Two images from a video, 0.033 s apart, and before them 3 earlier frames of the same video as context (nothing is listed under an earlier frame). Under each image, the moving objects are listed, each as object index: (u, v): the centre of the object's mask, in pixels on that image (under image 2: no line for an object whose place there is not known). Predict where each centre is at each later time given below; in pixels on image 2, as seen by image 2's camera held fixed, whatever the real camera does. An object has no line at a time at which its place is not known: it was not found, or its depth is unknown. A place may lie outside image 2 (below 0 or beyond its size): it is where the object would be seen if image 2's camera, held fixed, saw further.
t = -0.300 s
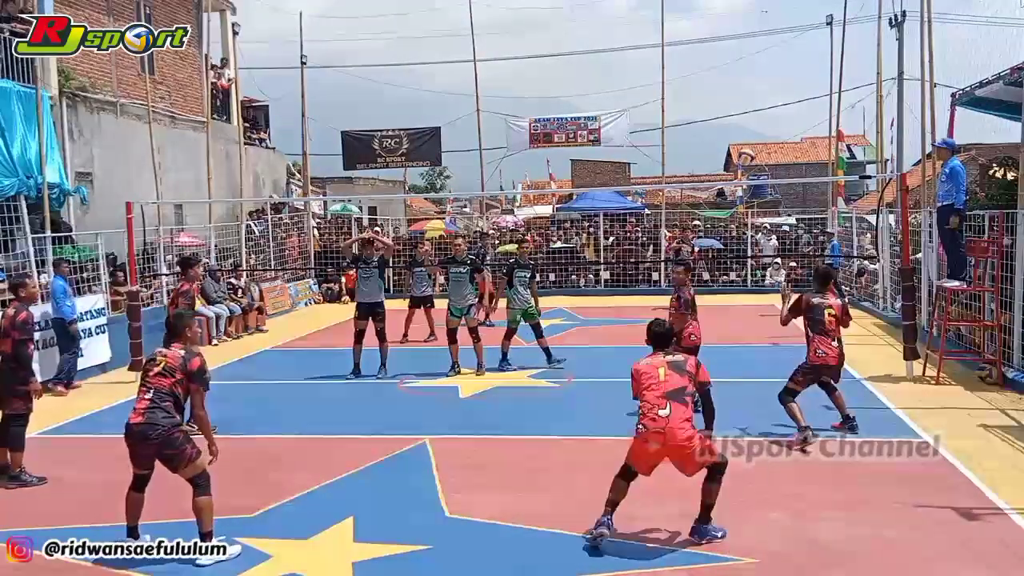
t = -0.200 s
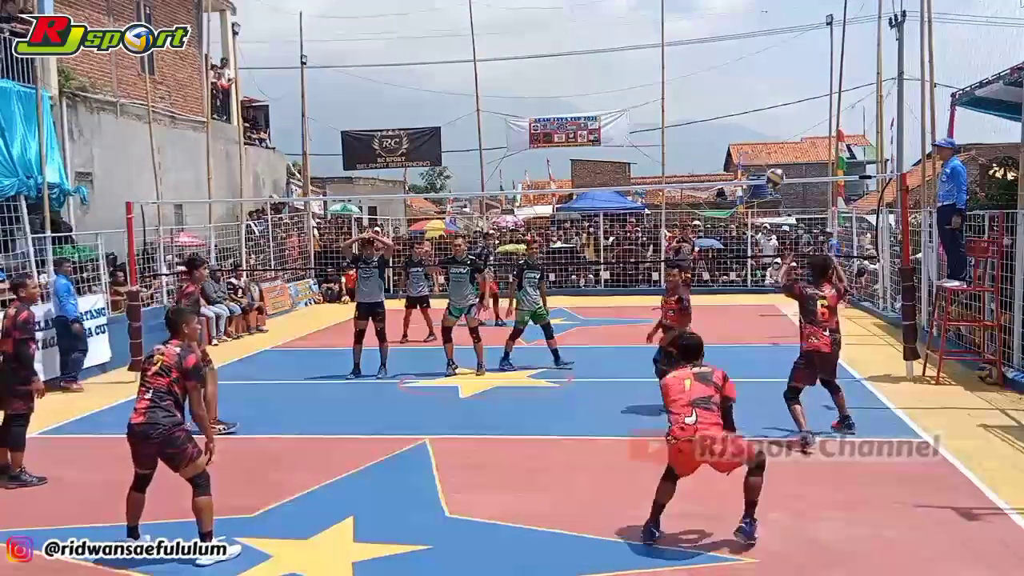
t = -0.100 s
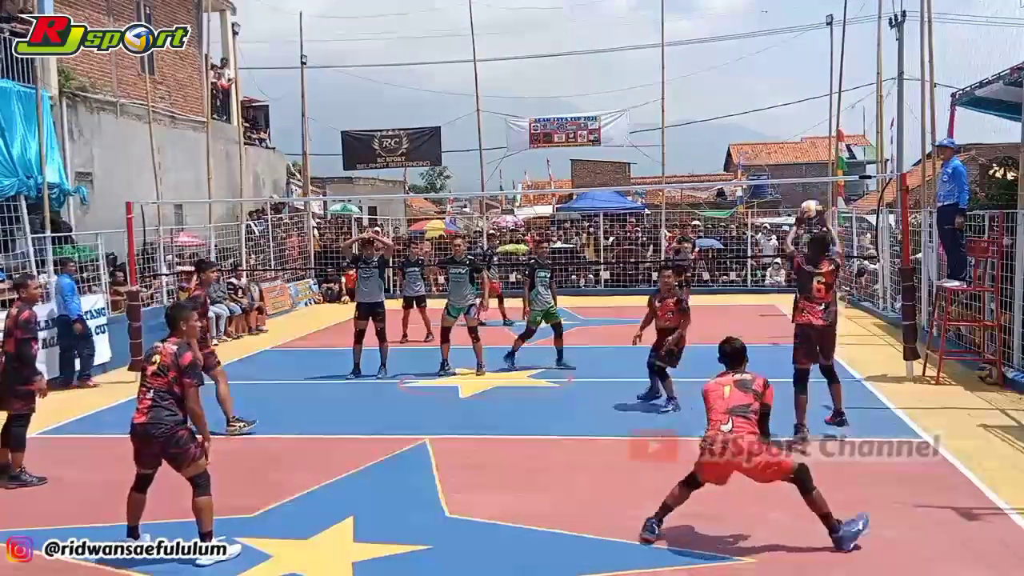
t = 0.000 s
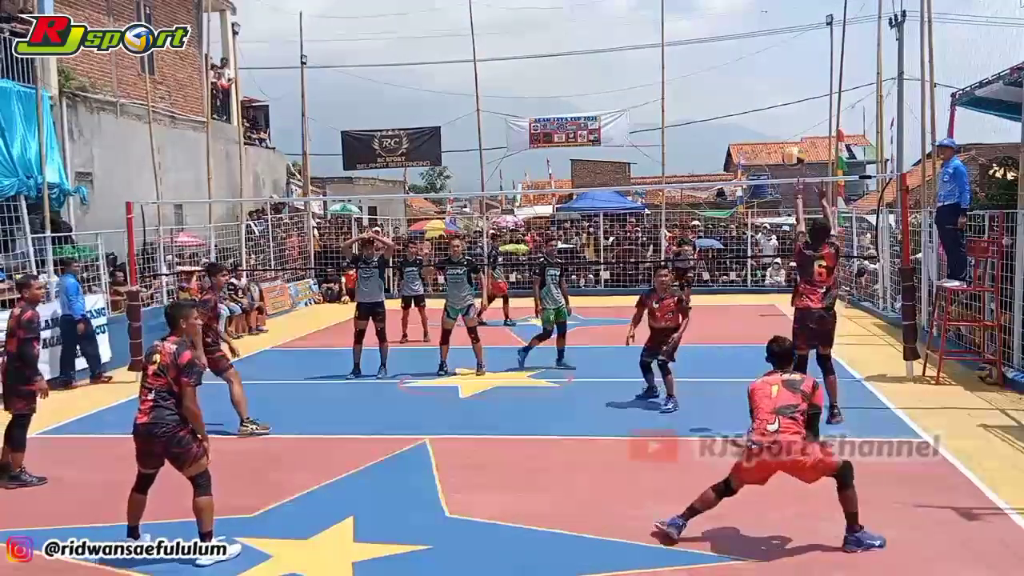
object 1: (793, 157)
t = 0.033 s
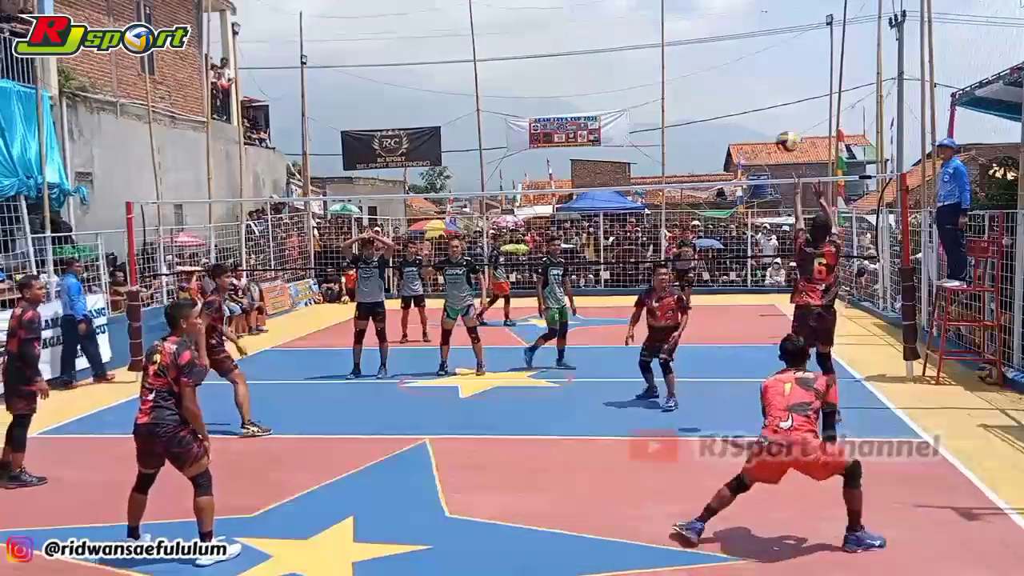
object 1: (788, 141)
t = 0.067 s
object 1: (781, 128)
